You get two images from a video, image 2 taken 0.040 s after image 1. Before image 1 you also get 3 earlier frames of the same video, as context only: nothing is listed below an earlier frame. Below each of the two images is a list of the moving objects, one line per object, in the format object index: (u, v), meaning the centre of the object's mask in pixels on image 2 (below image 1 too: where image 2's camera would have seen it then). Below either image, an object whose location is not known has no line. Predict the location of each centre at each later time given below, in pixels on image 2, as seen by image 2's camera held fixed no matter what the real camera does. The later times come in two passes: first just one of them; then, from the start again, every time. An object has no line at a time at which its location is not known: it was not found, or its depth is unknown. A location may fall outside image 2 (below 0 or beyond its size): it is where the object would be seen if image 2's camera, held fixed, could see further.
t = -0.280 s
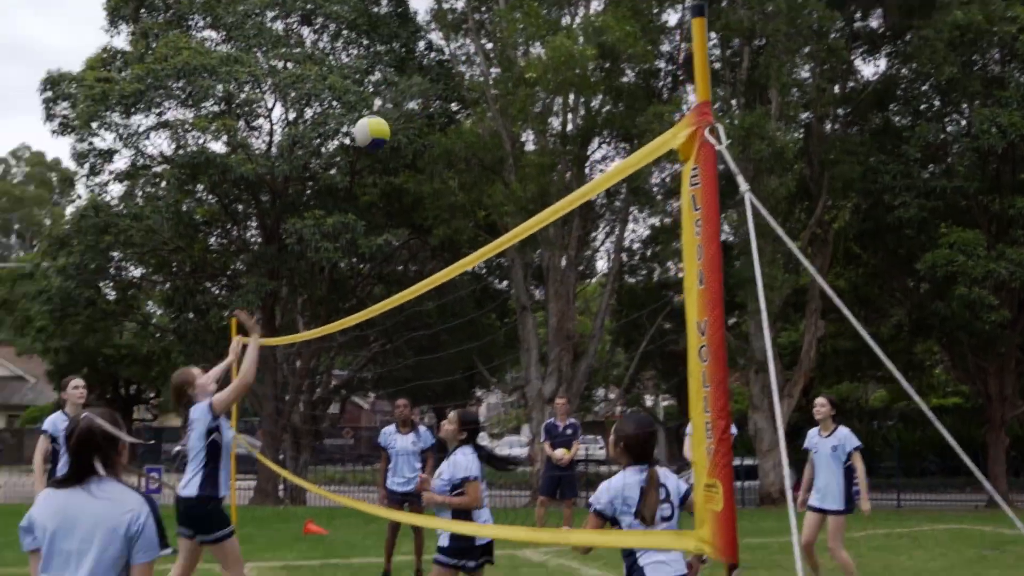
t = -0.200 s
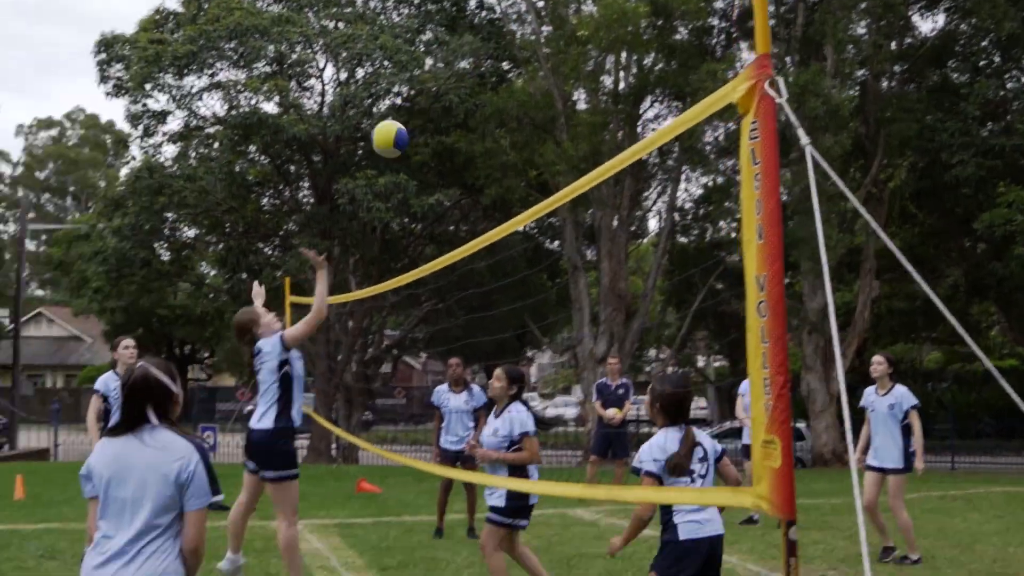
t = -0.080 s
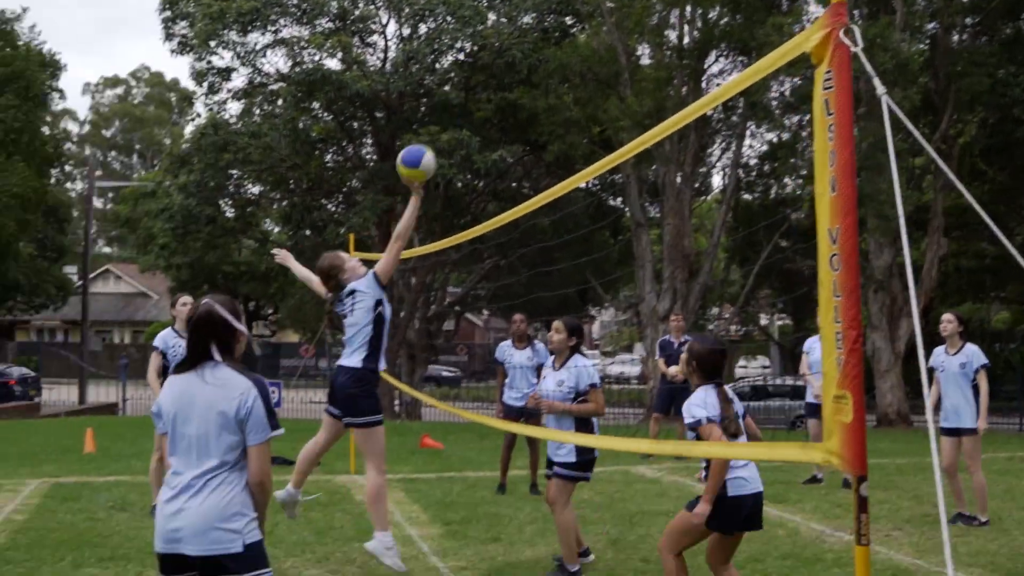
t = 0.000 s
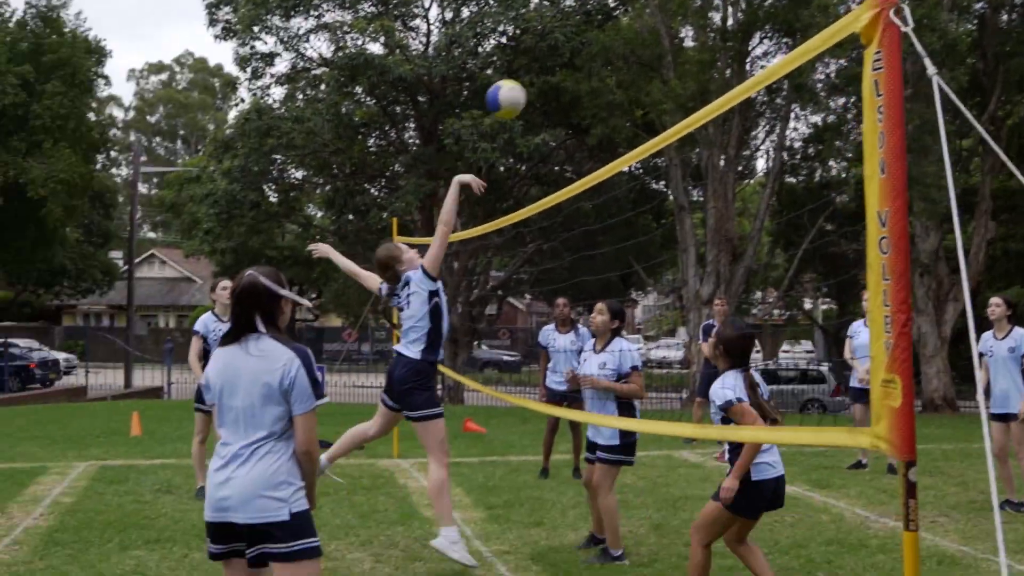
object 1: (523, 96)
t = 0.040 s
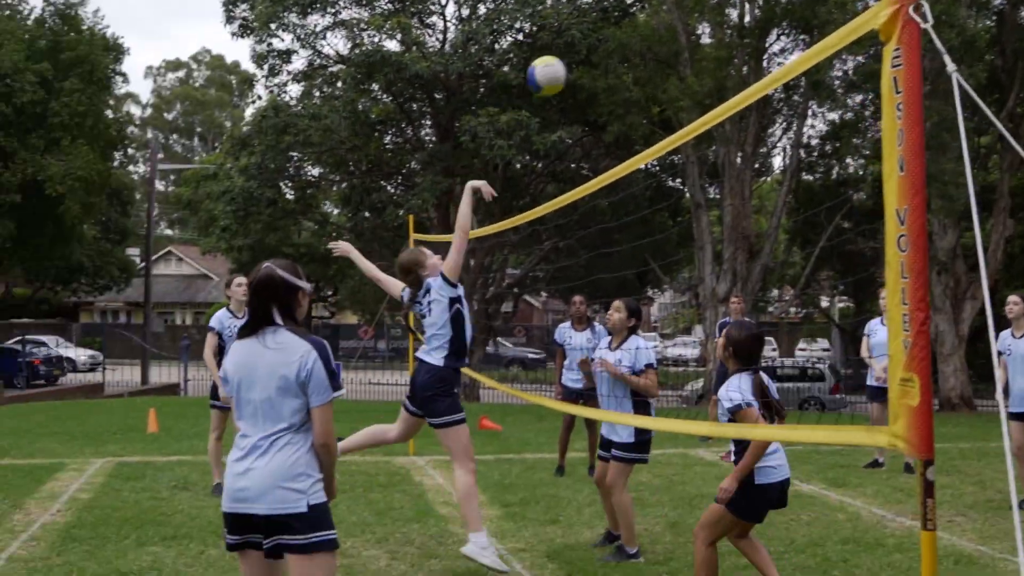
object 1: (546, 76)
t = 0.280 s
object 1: (695, 10)
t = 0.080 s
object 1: (572, 57)
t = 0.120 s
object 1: (597, 41)
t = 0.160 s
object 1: (622, 29)
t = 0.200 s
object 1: (646, 23)
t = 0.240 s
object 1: (668, 15)
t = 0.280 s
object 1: (695, 10)
